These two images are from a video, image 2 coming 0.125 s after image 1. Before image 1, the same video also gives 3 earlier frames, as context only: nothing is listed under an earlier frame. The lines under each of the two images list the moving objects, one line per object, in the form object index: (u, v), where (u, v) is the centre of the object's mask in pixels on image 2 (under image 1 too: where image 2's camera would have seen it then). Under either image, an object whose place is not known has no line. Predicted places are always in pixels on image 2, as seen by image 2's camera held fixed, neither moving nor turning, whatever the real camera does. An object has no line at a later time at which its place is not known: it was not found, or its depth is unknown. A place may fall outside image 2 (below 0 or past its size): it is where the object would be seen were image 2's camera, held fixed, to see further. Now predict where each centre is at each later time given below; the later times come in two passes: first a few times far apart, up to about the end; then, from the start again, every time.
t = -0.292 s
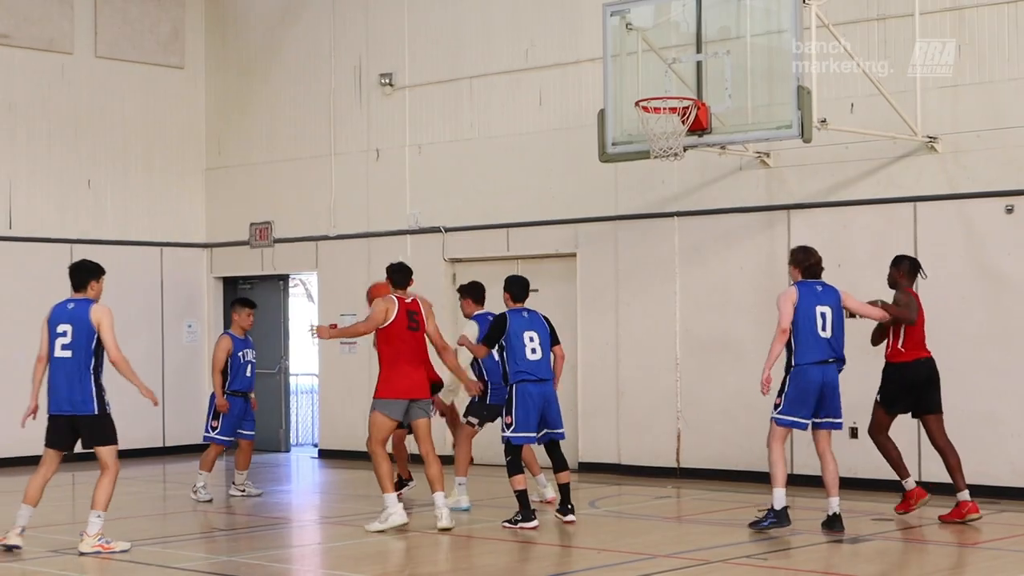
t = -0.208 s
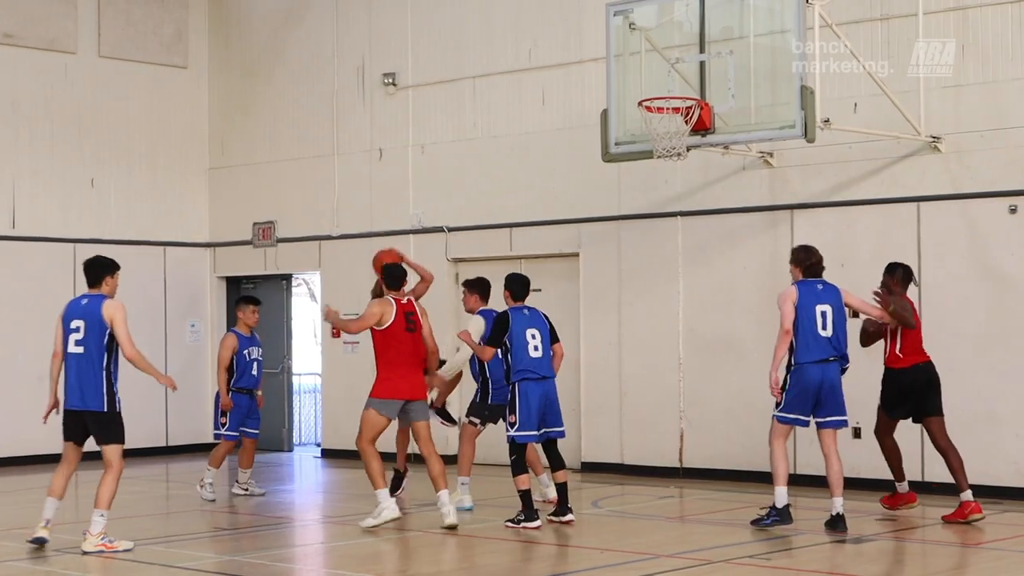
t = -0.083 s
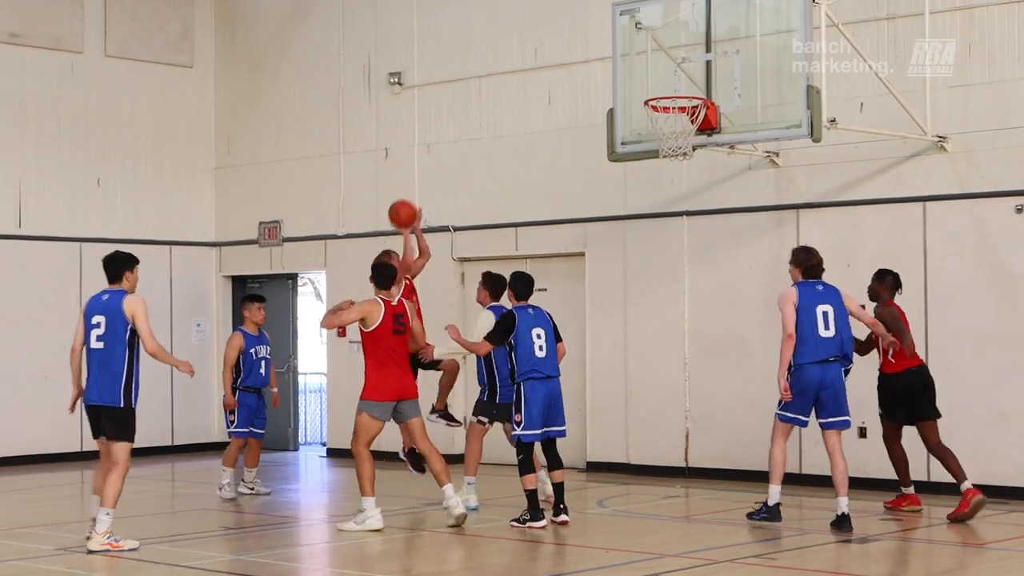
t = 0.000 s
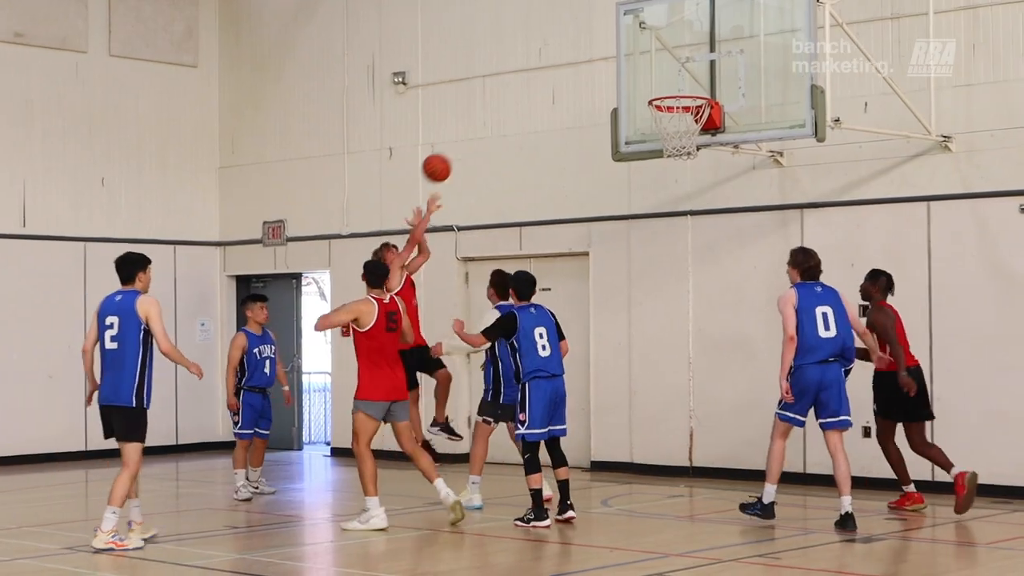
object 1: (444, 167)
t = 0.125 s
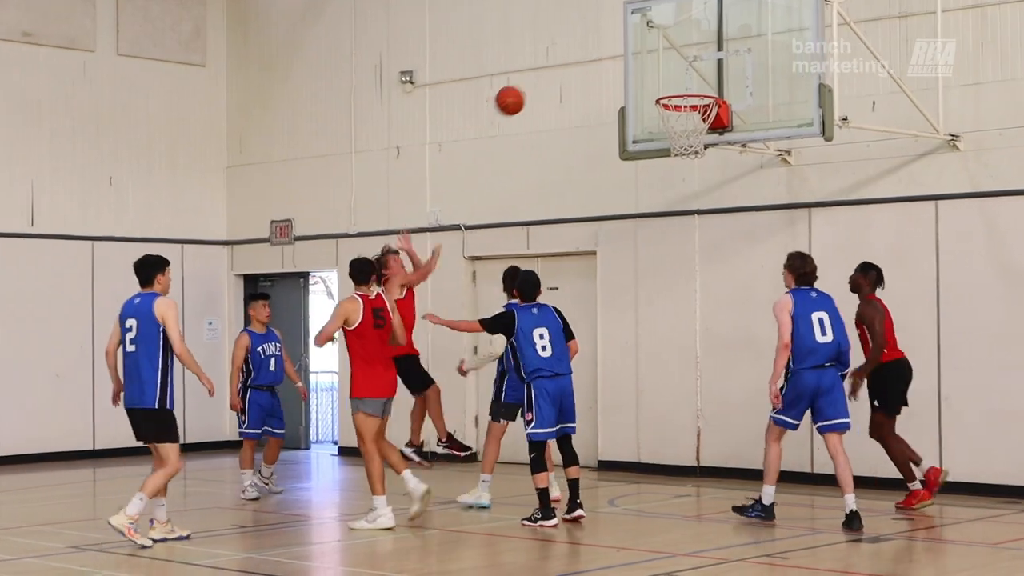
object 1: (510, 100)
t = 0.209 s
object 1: (549, 72)
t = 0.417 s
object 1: (649, 35)
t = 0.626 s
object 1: (722, 51)
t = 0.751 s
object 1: (742, 86)
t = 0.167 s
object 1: (529, 85)
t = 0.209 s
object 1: (549, 72)
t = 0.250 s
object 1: (568, 61)
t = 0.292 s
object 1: (588, 52)
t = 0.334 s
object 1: (608, 44)
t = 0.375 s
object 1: (628, 39)
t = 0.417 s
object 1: (649, 35)
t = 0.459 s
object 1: (669, 33)
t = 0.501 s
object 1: (690, 34)
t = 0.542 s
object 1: (706, 37)
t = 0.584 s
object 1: (712, 41)
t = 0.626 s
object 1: (722, 51)
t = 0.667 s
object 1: (728, 60)
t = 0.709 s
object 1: (735, 72)
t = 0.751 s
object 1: (742, 86)
